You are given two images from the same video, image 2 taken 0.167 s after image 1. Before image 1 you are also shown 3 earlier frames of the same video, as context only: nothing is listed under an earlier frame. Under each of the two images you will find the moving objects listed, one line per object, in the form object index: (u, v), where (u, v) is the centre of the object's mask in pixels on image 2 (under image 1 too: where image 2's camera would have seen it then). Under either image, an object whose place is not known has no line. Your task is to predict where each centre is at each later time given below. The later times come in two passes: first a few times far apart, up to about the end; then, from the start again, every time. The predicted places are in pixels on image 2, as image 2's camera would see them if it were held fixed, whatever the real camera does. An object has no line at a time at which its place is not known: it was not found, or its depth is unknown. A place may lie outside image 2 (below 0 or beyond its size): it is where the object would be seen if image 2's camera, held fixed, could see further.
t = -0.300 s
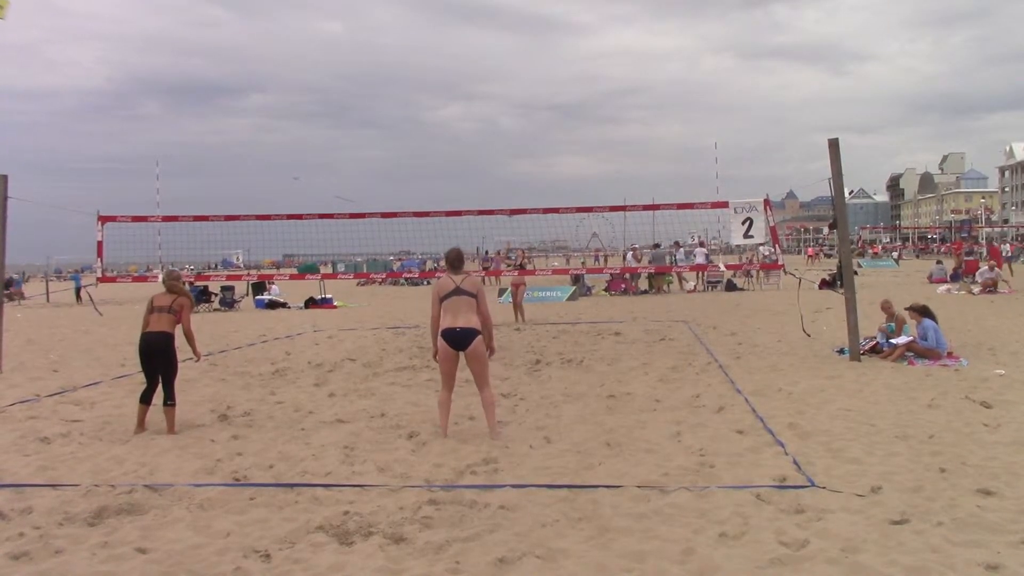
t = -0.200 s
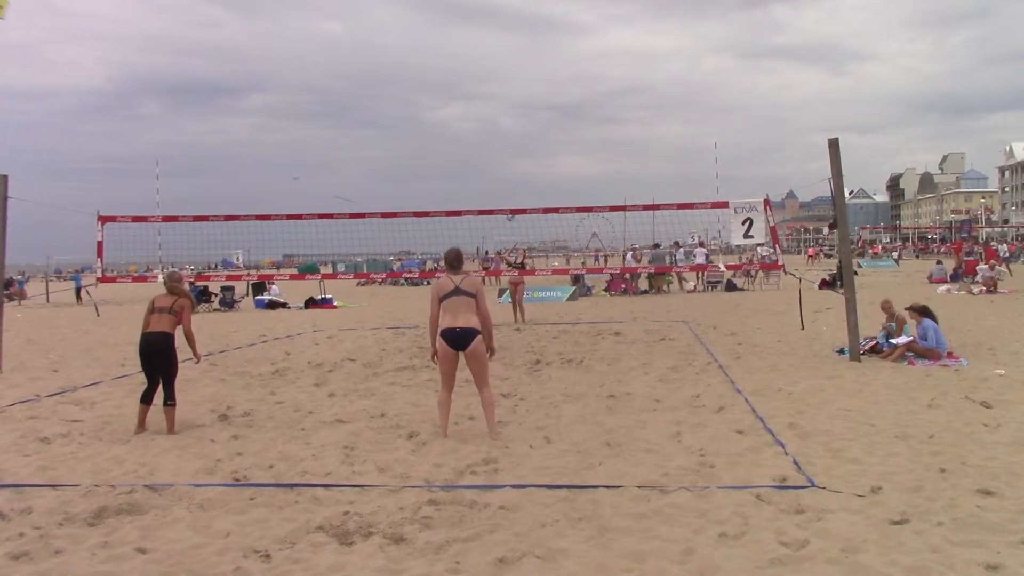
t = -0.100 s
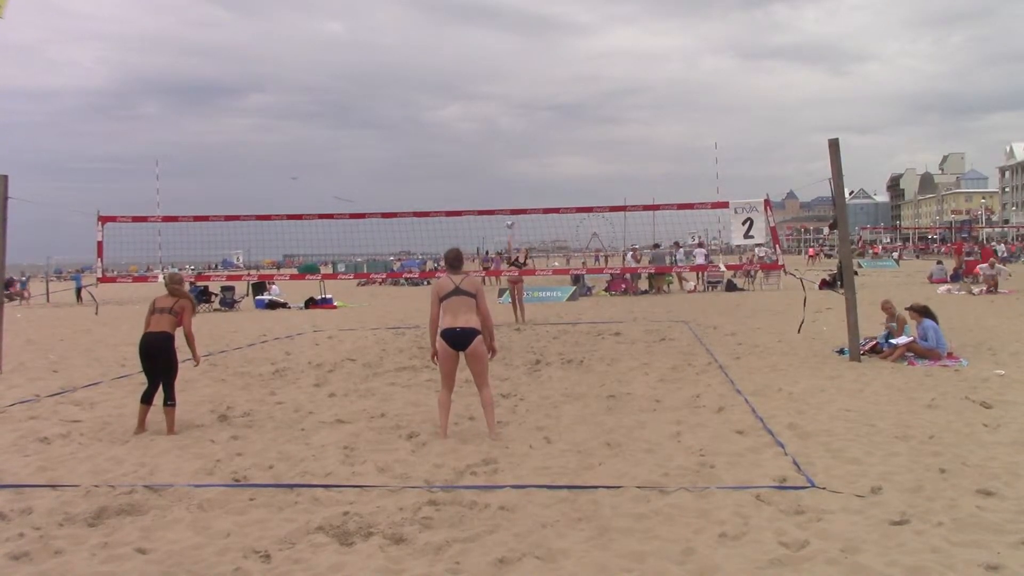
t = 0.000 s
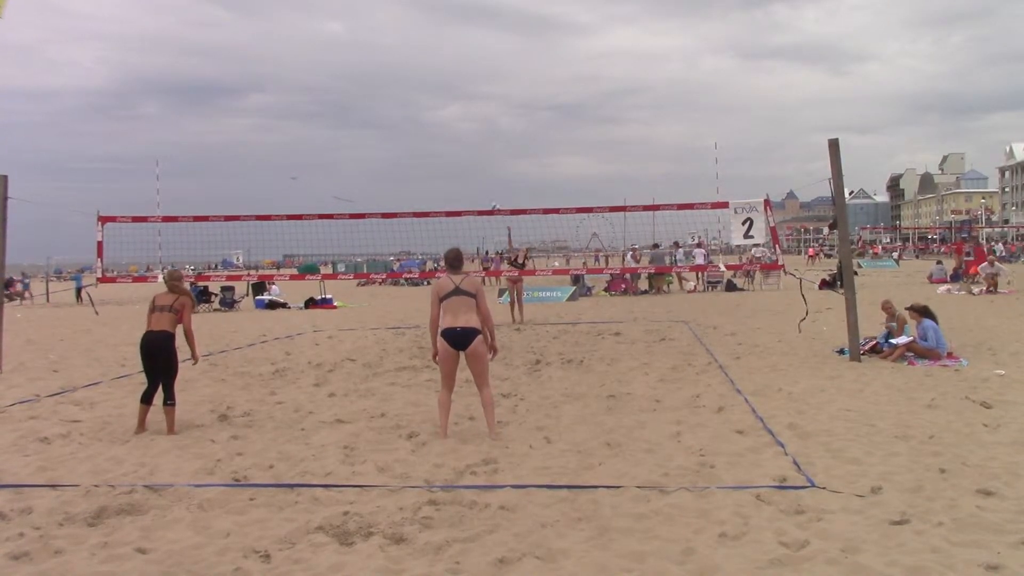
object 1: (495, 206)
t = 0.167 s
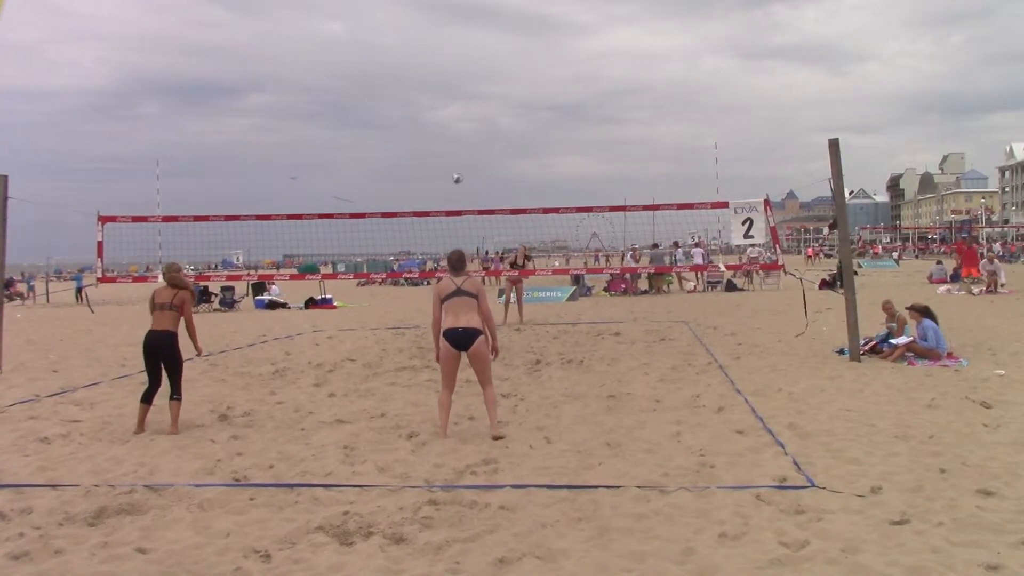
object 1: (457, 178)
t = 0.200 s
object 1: (449, 174)
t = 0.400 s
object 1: (391, 166)
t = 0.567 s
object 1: (332, 184)
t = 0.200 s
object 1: (449, 174)
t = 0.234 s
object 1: (440, 171)
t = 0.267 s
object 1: (431, 168)
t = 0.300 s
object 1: (421, 166)
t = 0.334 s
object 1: (412, 165)
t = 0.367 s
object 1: (401, 166)
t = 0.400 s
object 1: (391, 166)
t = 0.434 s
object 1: (380, 168)
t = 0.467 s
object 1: (368, 170)
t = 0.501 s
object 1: (356, 174)
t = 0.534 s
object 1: (345, 178)
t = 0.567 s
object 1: (332, 184)
